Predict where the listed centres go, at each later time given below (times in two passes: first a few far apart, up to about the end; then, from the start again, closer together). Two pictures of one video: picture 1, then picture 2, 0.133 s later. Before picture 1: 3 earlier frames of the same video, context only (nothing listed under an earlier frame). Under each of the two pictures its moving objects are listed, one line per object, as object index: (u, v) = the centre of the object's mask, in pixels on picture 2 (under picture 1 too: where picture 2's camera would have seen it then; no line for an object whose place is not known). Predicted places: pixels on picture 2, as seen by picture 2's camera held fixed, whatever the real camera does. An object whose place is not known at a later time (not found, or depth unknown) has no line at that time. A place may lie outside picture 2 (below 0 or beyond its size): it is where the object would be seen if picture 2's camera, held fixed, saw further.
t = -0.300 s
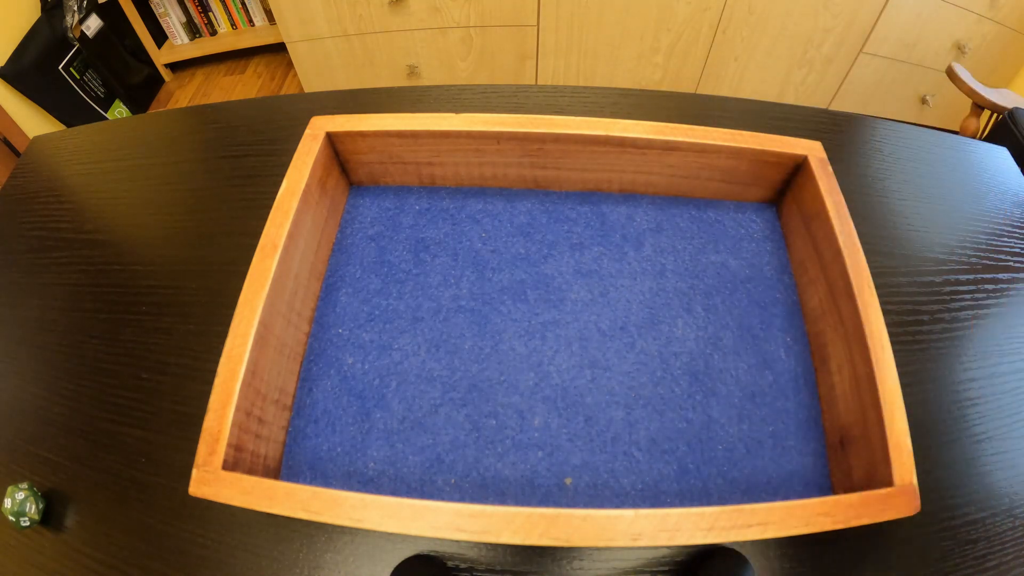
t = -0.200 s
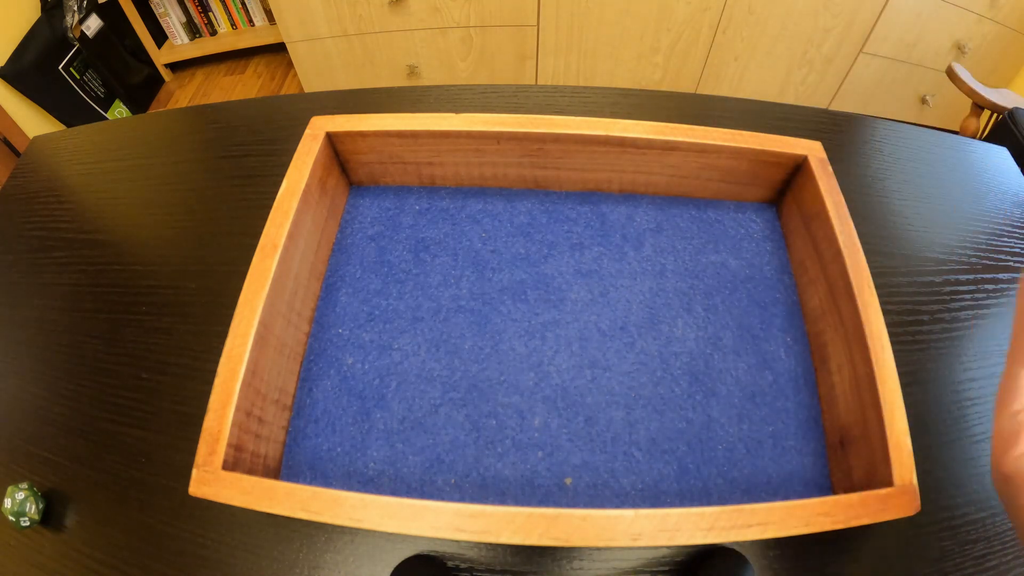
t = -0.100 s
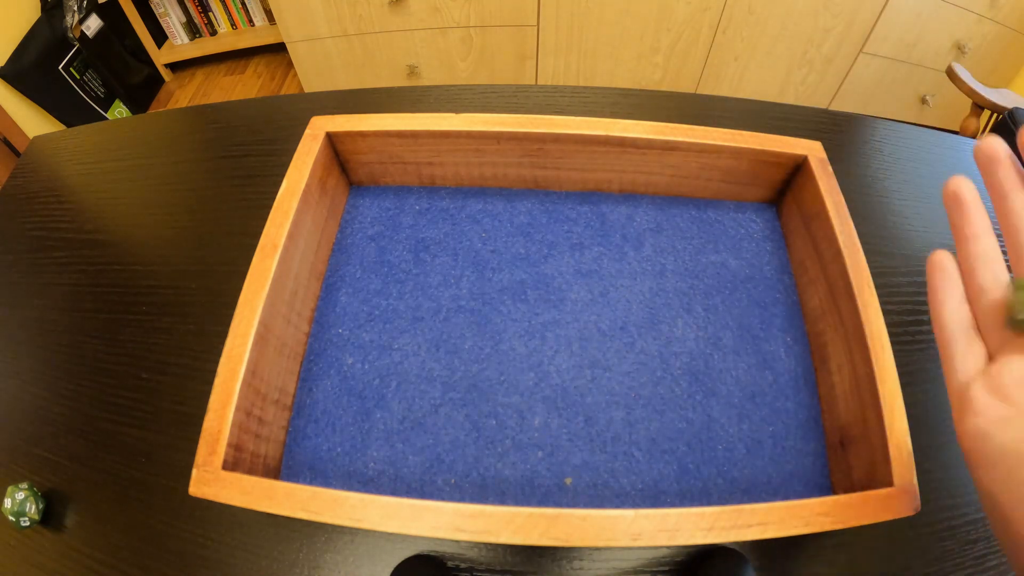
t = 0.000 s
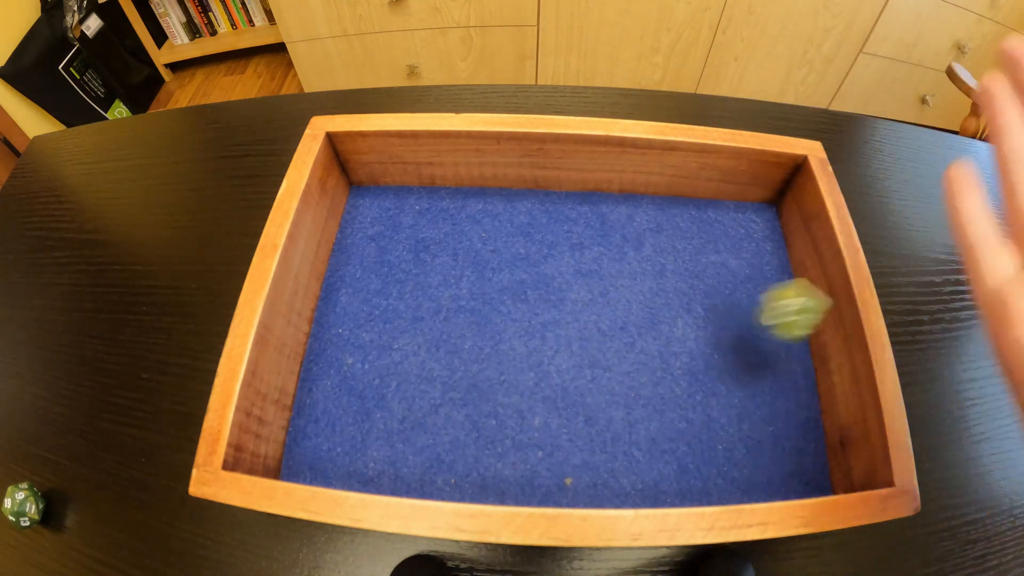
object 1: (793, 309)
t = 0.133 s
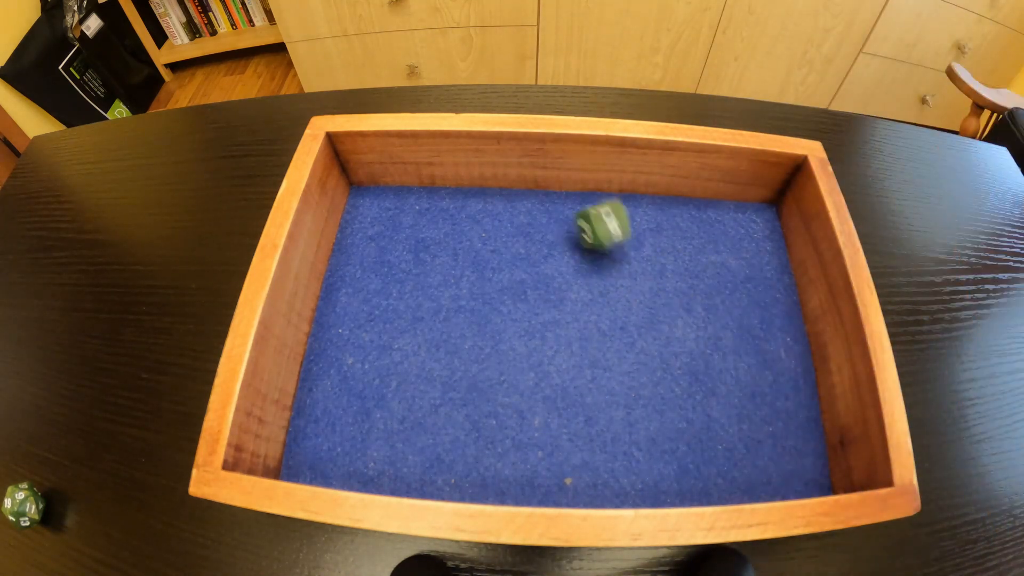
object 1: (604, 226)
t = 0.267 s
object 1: (499, 209)
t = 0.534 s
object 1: (432, 217)
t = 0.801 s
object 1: (432, 217)
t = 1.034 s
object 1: (432, 217)
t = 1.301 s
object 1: (432, 217)
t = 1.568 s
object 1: (432, 217)
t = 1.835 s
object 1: (432, 217)
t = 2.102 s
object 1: (433, 217)
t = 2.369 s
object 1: (433, 217)
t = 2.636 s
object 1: (433, 217)
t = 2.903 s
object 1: (433, 217)
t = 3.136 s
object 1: (433, 218)
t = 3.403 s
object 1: (432, 217)
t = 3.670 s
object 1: (433, 217)
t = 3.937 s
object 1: (433, 217)
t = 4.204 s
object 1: (433, 217)
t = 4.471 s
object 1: (433, 217)
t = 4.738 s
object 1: (433, 217)
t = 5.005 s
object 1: (433, 217)
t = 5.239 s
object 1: (433, 217)
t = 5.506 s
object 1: (433, 217)
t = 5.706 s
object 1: (433, 217)
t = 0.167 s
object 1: (570, 202)
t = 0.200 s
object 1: (543, 192)
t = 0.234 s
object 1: (522, 200)
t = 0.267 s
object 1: (499, 209)
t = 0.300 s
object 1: (477, 211)
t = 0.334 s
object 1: (461, 212)
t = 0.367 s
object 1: (449, 214)
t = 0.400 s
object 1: (440, 214)
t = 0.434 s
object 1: (435, 215)
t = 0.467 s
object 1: (432, 217)
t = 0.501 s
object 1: (433, 217)
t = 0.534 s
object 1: (432, 217)
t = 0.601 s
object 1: (433, 217)
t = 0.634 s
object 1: (433, 217)
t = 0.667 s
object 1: (432, 217)
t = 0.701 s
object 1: (432, 217)
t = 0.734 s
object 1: (432, 217)
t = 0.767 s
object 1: (433, 217)
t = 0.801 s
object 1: (432, 217)
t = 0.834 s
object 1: (433, 217)
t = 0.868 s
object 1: (432, 217)
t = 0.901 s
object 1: (432, 217)
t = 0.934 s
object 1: (432, 217)
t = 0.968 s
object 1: (432, 217)
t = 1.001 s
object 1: (432, 217)
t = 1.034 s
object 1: (432, 217)
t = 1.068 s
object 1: (432, 217)
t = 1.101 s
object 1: (432, 217)
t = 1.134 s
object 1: (432, 217)
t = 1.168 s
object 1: (432, 217)
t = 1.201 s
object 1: (432, 217)
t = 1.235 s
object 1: (432, 217)
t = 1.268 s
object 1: (432, 218)
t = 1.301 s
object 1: (432, 217)
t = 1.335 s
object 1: (432, 217)
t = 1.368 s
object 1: (432, 217)
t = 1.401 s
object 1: (432, 217)
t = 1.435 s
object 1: (432, 217)
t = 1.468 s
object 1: (432, 217)
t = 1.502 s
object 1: (432, 217)
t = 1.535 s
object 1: (432, 217)
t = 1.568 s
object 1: (432, 217)
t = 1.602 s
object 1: (432, 217)
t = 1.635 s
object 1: (432, 217)
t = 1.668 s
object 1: (432, 217)
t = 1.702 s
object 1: (433, 217)
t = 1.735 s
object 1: (433, 217)
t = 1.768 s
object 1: (433, 217)
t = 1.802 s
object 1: (433, 217)
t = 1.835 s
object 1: (432, 217)
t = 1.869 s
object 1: (433, 217)
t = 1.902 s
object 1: (433, 217)
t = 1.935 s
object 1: (433, 217)
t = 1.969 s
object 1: (433, 217)
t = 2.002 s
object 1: (432, 217)
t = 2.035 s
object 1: (433, 217)
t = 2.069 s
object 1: (433, 217)
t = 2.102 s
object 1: (433, 217)
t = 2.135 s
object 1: (433, 217)
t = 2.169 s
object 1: (433, 217)
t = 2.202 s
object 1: (432, 217)
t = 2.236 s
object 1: (432, 217)
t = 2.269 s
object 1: (432, 217)
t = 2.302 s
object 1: (433, 217)
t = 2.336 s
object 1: (433, 217)
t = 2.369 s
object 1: (433, 217)
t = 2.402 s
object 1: (433, 218)
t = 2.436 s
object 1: (433, 217)
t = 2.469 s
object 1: (432, 217)
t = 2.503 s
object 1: (433, 217)
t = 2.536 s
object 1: (432, 217)
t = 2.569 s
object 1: (433, 217)
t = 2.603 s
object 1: (433, 217)
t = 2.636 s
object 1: (433, 217)
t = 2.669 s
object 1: (432, 217)
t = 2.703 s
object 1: (433, 217)
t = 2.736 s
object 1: (432, 217)
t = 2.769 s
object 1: (433, 217)
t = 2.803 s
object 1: (433, 217)
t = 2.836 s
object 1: (432, 217)
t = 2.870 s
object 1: (433, 217)
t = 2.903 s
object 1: (433, 217)
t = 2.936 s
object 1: (433, 217)
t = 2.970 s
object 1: (433, 217)
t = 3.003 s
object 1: (433, 217)
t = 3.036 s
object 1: (433, 217)
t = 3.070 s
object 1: (433, 217)
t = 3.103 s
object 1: (433, 217)
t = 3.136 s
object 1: (433, 218)
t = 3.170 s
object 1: (433, 217)
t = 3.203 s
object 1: (433, 218)
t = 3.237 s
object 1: (432, 217)
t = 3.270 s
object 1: (433, 217)
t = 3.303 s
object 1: (433, 218)
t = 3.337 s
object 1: (433, 217)
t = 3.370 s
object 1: (432, 217)
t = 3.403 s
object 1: (432, 217)
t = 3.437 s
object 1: (433, 217)
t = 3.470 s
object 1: (433, 217)
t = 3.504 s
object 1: (432, 217)
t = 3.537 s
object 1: (432, 217)
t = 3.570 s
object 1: (432, 217)
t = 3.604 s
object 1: (433, 217)
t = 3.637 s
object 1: (433, 217)
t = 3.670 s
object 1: (433, 217)
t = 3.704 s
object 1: (433, 217)
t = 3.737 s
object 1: (433, 217)
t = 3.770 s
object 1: (433, 217)
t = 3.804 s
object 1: (433, 217)
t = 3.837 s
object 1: (433, 217)
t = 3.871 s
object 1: (433, 217)
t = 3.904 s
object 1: (433, 217)
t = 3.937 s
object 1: (433, 217)
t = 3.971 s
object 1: (433, 217)
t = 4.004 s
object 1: (433, 217)
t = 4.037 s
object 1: (433, 217)
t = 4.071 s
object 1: (433, 217)
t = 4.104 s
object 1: (433, 217)
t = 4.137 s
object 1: (433, 217)
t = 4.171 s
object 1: (433, 217)
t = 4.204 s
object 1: (433, 217)
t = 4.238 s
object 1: (433, 217)
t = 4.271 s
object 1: (433, 217)
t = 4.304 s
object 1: (433, 217)
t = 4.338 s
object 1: (433, 217)
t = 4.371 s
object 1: (433, 217)
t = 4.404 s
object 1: (433, 217)
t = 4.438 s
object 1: (433, 217)
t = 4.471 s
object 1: (433, 217)
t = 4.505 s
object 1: (433, 217)
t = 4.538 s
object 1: (433, 217)
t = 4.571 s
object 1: (433, 217)
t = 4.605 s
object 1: (433, 217)
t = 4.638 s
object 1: (433, 217)
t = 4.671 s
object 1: (433, 217)
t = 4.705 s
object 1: (433, 217)
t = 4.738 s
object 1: (433, 217)
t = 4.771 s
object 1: (433, 217)
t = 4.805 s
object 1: (433, 217)
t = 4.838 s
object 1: (433, 217)
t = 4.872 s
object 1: (433, 217)
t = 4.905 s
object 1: (433, 217)
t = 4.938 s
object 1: (433, 217)
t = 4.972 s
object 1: (433, 217)
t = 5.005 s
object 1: (433, 217)
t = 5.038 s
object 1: (433, 217)
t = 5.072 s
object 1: (433, 217)
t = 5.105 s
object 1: (433, 217)
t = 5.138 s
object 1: (433, 217)
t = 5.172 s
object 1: (433, 217)
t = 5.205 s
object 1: (433, 217)
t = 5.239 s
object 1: (433, 217)
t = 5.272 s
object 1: (433, 217)
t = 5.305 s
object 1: (433, 217)
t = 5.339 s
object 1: (433, 217)
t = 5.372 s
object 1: (433, 217)
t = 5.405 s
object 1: (433, 217)
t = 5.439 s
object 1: (433, 217)
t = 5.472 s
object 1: (433, 217)
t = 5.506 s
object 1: (433, 217)
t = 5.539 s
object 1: (433, 217)
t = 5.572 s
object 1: (433, 217)
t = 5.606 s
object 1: (432, 217)
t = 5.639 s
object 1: (433, 217)
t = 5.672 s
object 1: (432, 217)
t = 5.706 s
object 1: (433, 217)
